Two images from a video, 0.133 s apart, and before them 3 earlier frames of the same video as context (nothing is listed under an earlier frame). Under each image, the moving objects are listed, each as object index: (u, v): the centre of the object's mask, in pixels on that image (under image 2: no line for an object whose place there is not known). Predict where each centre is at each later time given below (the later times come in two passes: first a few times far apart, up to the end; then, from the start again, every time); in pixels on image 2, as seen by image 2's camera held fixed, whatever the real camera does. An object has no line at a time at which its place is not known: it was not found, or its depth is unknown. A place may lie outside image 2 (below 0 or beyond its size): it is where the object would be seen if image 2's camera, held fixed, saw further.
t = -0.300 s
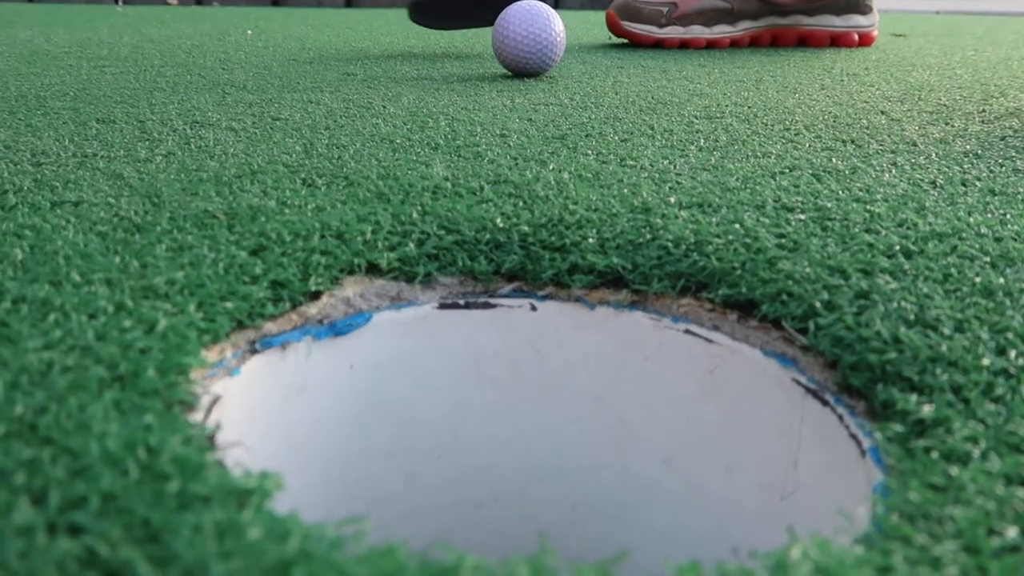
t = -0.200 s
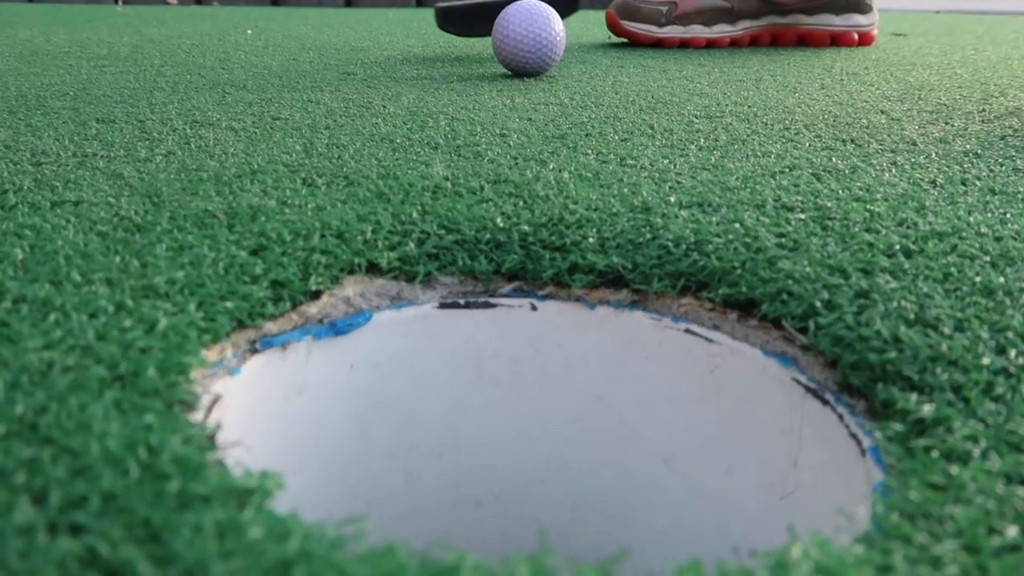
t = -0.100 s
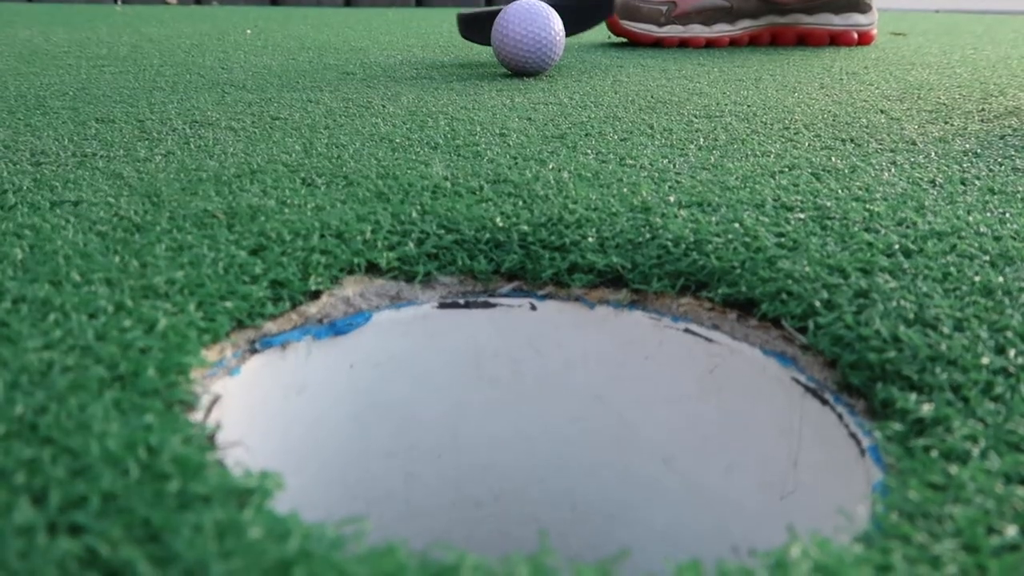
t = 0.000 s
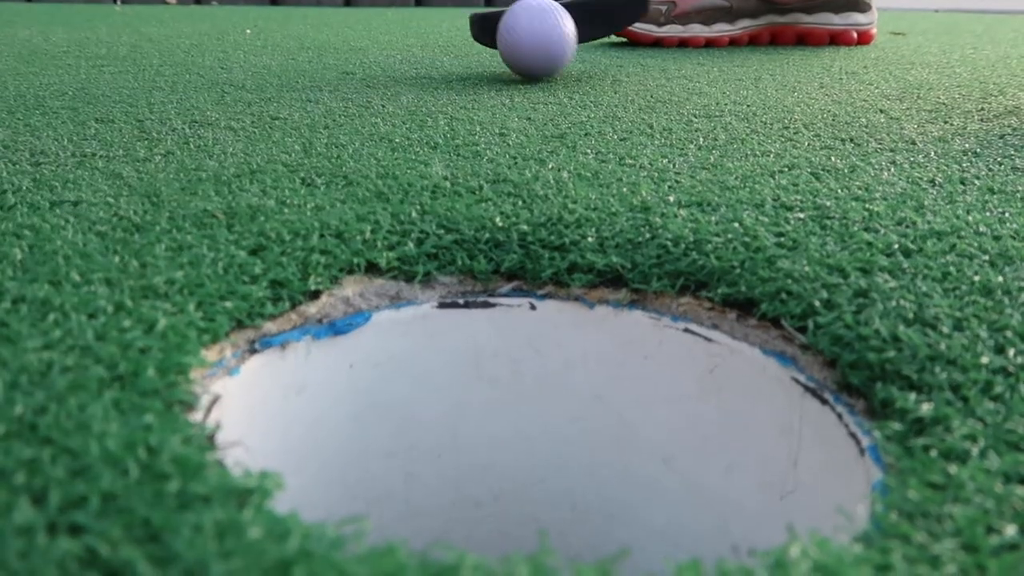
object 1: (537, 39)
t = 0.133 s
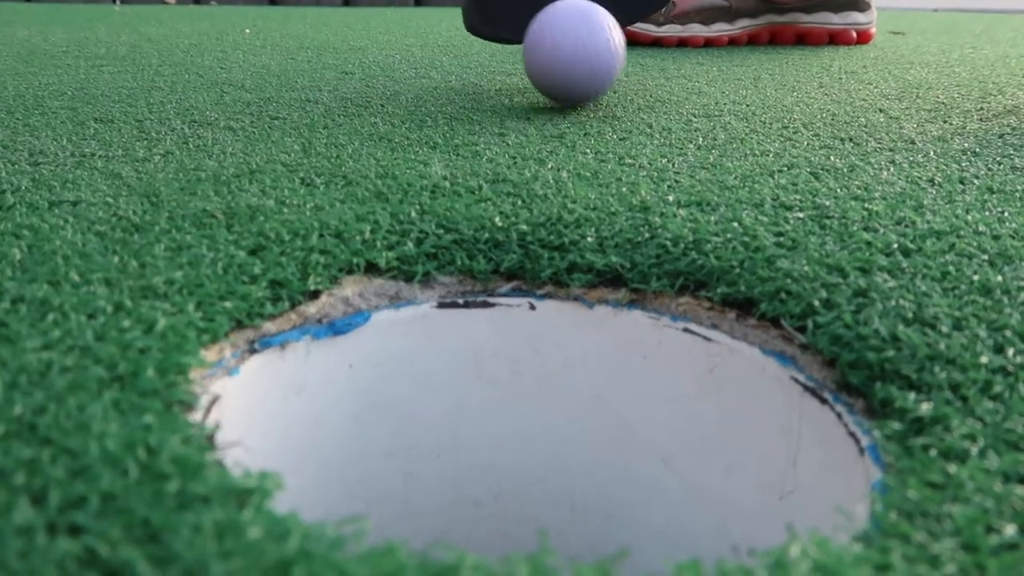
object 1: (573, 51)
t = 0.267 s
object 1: (642, 78)
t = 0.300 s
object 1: (669, 87)
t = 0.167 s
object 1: (586, 56)
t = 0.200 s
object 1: (601, 66)
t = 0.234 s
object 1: (620, 71)
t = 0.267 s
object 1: (642, 78)
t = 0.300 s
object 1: (669, 87)
